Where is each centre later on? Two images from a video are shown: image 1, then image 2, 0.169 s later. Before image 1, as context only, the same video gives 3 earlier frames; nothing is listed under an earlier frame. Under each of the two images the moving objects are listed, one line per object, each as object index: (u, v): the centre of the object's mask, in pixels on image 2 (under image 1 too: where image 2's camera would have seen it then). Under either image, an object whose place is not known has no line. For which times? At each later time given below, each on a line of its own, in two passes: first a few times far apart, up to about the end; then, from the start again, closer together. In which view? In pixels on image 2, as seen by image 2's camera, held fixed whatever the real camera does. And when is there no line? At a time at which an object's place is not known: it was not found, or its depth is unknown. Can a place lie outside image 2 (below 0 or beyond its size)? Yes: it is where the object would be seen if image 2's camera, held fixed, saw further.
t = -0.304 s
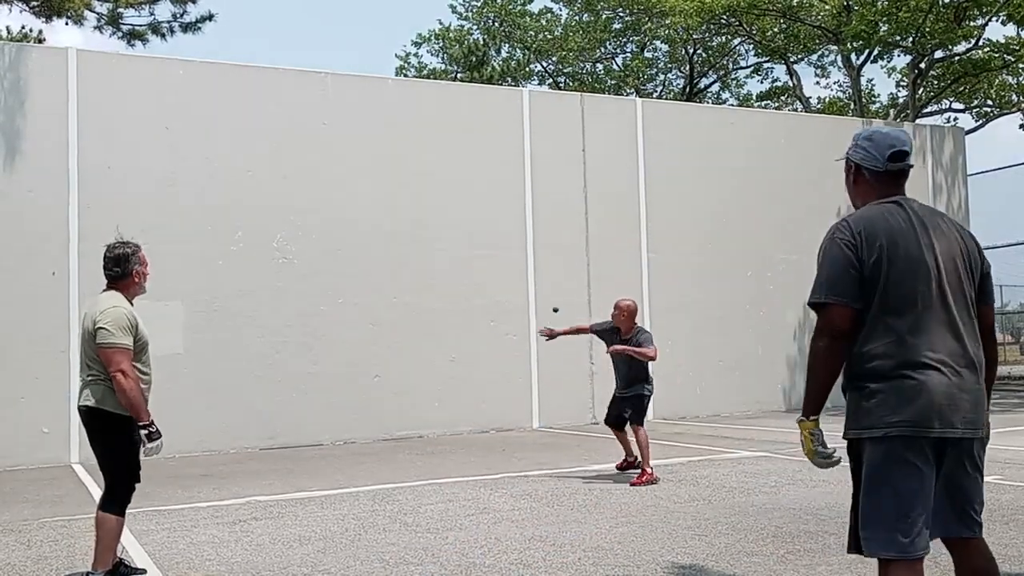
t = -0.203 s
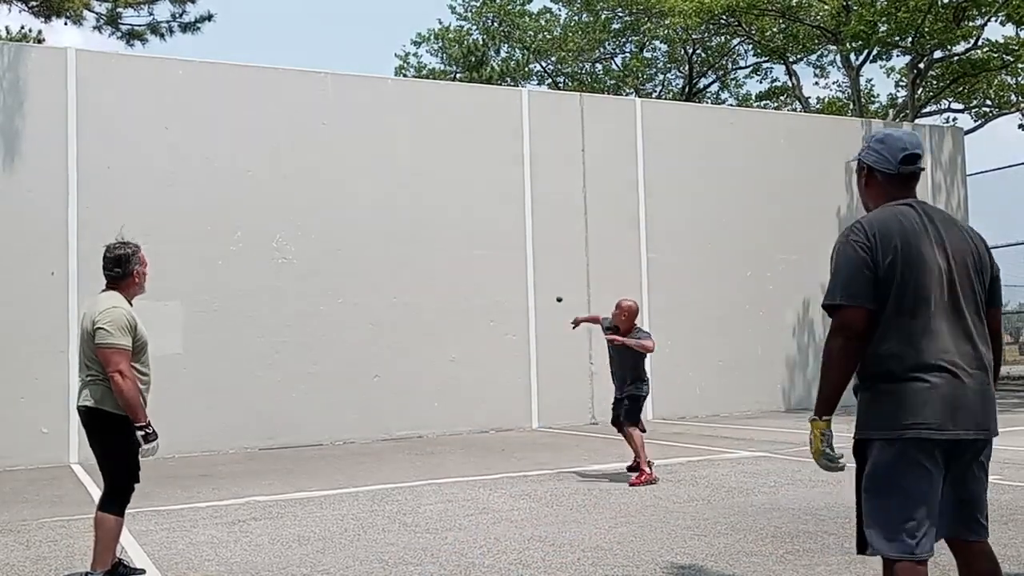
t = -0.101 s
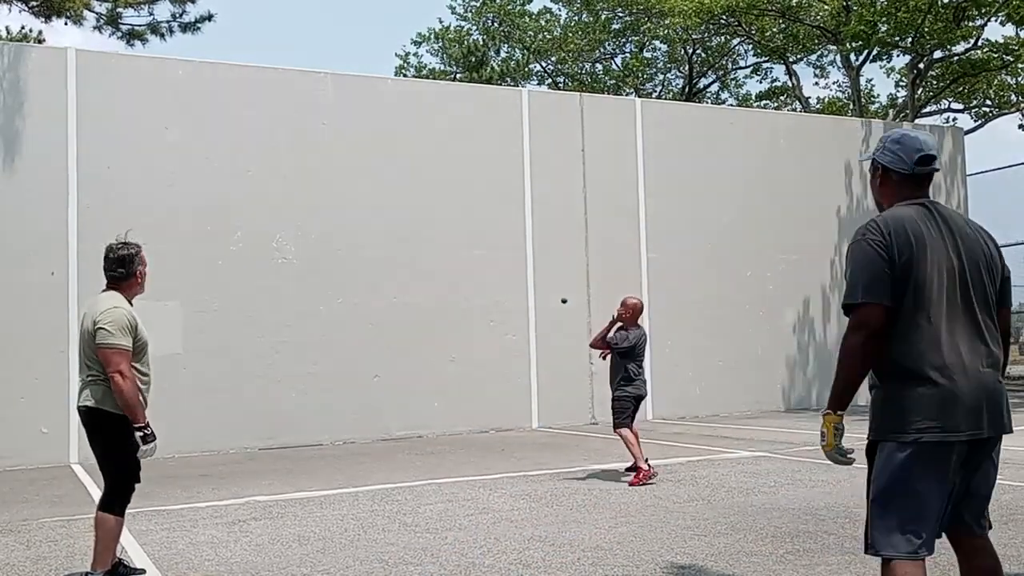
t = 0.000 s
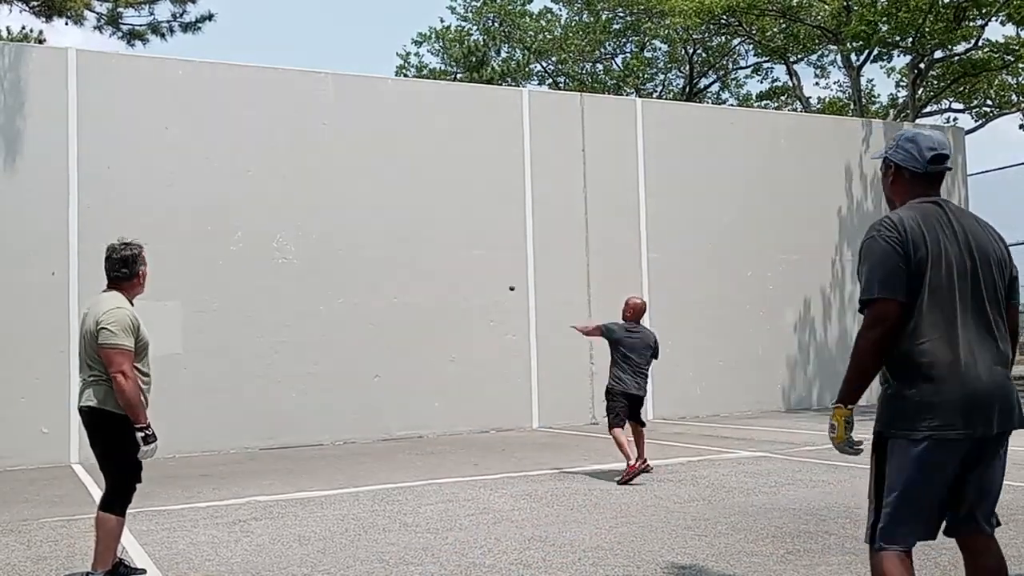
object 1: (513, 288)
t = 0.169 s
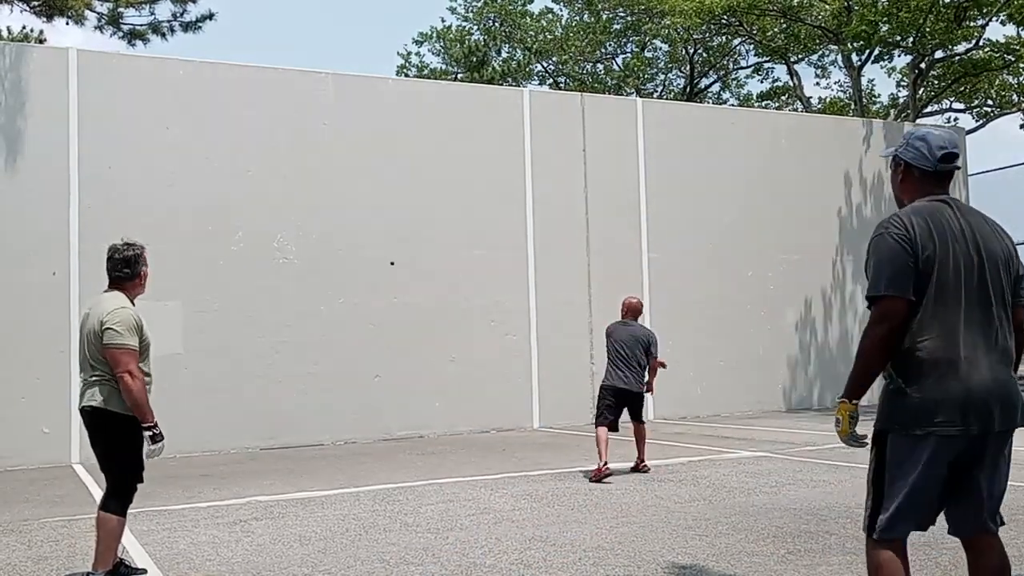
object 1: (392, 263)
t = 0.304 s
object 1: (381, 252)
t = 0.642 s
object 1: (517, 261)
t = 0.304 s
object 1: (381, 252)
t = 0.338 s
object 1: (392, 249)
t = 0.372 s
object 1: (403, 246)
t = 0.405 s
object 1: (415, 245)
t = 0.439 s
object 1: (427, 244)
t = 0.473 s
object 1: (440, 244)
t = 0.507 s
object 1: (453, 244)
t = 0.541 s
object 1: (467, 247)
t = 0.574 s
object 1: (483, 250)
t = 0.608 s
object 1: (499, 255)
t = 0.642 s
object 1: (517, 261)
